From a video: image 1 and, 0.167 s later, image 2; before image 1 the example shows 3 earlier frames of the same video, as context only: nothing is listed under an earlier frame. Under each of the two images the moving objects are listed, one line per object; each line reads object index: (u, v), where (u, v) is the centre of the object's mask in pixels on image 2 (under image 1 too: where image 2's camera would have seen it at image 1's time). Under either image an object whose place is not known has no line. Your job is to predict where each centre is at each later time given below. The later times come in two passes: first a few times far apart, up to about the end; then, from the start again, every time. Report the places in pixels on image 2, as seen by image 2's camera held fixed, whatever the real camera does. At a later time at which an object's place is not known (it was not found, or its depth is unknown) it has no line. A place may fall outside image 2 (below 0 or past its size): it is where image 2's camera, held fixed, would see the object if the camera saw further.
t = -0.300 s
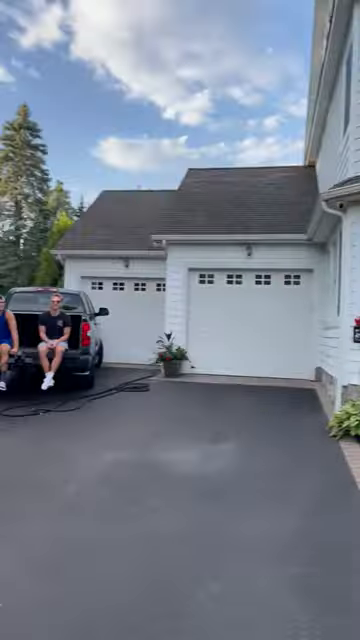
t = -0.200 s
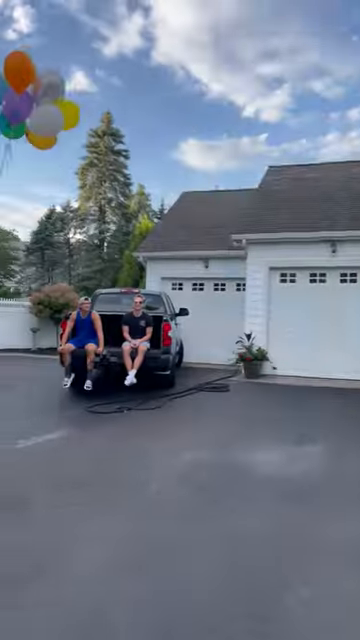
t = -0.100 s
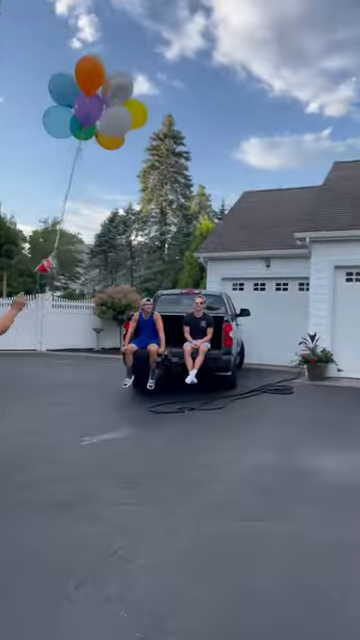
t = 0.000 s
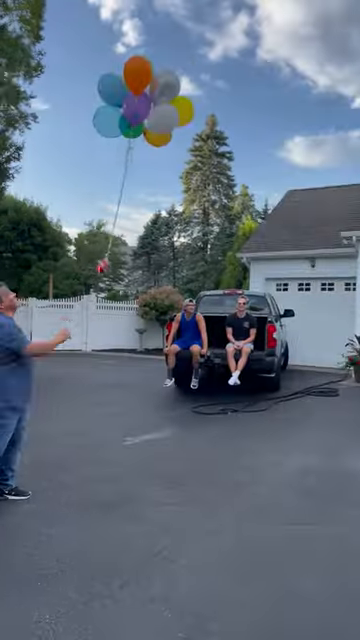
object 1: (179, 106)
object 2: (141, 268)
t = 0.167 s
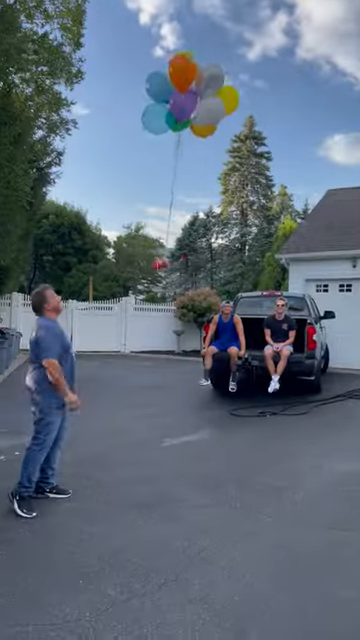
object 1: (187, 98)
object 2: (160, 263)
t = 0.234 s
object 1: (191, 94)
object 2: (166, 262)
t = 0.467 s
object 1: (203, 80)
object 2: (192, 247)
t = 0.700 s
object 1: (217, 64)
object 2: (215, 228)
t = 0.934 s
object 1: (233, 49)
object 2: (233, 209)
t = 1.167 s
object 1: (250, 36)
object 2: (246, 191)
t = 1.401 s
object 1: (266, 27)
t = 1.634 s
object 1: (281, 20)
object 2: (270, 146)
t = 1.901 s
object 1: (300, 11)
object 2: (288, 121)
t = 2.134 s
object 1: (318, 2)
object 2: (304, 107)
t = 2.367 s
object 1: (336, -4)
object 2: (320, 100)
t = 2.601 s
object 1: (352, -11)
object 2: (335, 96)
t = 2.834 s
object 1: (371, -17)
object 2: (351, 91)
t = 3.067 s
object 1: (391, -21)
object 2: (371, 88)
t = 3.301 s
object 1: (411, -20)
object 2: (392, 86)
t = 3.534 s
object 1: (429, -17)
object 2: (412, 87)
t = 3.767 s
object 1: (446, -11)
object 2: (428, 89)
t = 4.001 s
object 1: (461, -2)
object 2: (443, 92)
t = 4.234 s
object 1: (471, 6)
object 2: (460, 94)
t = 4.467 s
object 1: (478, 15)
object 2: (475, 95)
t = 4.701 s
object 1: (485, 24)
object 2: (487, 99)
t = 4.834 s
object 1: (488, 28)
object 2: (493, 100)
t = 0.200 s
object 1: (189, 96)
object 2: (163, 263)
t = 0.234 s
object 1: (191, 94)
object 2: (166, 262)
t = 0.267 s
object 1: (192, 92)
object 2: (171, 260)
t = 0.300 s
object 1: (194, 90)
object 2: (177, 258)
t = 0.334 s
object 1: (196, 88)
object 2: (178, 256)
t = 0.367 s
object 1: (198, 86)
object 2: (182, 255)
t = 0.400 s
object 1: (199, 84)
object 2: (185, 252)
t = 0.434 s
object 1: (201, 82)
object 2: (189, 250)
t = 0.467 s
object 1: (203, 80)
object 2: (192, 247)
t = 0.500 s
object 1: (205, 78)
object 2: (196, 244)
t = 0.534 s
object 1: (207, 75)
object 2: (200, 241)
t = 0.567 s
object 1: (209, 73)
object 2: (202, 239)
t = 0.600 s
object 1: (211, 71)
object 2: (206, 237)
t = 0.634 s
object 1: (213, 69)
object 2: (209, 234)
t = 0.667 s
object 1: (215, 67)
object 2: (212, 231)
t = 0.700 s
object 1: (217, 64)
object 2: (215, 228)
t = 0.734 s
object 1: (220, 62)
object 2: (218, 226)
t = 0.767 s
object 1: (222, 60)
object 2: (221, 222)
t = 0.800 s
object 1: (224, 58)
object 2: (223, 219)
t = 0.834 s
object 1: (226, 56)
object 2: (226, 217)
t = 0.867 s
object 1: (228, 54)
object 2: (228, 214)
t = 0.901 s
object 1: (231, 51)
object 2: (231, 212)
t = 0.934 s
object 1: (233, 49)
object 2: (233, 209)
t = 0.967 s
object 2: (235, 206)
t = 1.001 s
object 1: (238, 45)
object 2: (237, 204)
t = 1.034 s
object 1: (240, 43)
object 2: (240, 201)
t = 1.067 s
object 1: (243, 41)
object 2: (241, 198)
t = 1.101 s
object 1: (245, 40)
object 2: (243, 196)
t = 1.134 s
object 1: (247, 38)
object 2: (244, 194)
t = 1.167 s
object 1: (250, 36)
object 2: (246, 191)
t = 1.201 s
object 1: (252, 35)
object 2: (249, 188)
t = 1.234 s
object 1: (255, 33)
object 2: (251, 185)
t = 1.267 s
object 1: (257, 32)
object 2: (251, 182)
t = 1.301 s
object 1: (259, 31)
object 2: (253, 179)
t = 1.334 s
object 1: (261, 29)
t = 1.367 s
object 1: (264, 28)
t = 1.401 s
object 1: (266, 27)
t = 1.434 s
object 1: (268, 26)
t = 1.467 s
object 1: (270, 25)
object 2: (261, 166)
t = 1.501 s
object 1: (272, 24)
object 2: (262, 161)
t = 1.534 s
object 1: (274, 22)
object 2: (263, 156)
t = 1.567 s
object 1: (277, 21)
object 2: (265, 155)
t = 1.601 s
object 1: (279, 20)
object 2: (267, 151)
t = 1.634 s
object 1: (281, 20)
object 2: (270, 146)
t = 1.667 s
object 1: (283, 18)
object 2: (272, 142)
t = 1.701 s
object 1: (286, 18)
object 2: (274, 139)
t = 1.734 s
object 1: (288, 17)
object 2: (277, 135)
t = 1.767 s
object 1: (290, 16)
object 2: (279, 133)
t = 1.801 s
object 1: (293, 15)
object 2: (281, 130)
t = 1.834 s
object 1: (295, 13)
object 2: (284, 127)
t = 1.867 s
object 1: (297, 12)
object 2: (286, 124)
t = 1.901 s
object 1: (300, 11)
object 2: (288, 121)
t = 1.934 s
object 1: (302, 10)
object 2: (291, 119)
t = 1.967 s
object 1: (305, 9)
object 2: (293, 117)
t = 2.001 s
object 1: (308, 7)
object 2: (295, 114)
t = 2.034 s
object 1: (310, 6)
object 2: (298, 112)
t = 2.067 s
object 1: (313, 5)
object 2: (300, 111)
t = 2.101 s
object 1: (315, 3)
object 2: (302, 109)
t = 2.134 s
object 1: (318, 2)
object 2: (304, 107)
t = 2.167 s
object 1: (321, 1)
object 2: (306, 106)
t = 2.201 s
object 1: (323, 0)
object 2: (309, 104)
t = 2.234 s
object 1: (326, -1)
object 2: (311, 103)
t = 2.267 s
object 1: (328, -2)
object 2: (313, 102)
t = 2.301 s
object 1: (331, -3)
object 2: (315, 101)
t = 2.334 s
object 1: (333, -3)
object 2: (318, 100)
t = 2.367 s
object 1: (336, -4)
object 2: (320, 100)
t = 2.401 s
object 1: (338, -5)
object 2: (322, 99)
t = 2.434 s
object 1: (340, -6)
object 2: (324, 99)
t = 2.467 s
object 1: (343, -7)
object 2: (326, 98)
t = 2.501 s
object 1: (345, -8)
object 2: (328, 98)
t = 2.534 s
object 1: (347, -9)
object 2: (330, 97)
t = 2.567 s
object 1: (350, -10)
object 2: (333, 96)
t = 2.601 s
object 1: (352, -11)
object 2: (335, 96)
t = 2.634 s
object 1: (355, -12)
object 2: (337, 95)
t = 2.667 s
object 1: (357, -13)
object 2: (339, 95)
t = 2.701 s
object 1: (360, -14)
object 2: (341, 94)
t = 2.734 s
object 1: (363, -15)
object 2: (343, 94)
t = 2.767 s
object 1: (365, -16)
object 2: (346, 93)
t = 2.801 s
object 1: (368, -16)
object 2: (348, 92)
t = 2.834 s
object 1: (371, -17)
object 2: (351, 91)
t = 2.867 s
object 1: (373, -18)
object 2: (354, 91)
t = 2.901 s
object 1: (376, -18)
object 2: (356, 90)
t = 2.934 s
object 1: (379, -19)
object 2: (359, 89)
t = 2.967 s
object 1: (382, -19)
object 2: (361, 89)
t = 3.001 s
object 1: (385, -20)
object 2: (364, 88)
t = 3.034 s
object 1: (388, -20)
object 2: (368, 88)
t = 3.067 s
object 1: (391, -21)
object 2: (371, 88)
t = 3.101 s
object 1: (394, -21)
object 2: (374, 87)
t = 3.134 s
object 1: (396, -21)
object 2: (377, 87)
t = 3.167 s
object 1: (399, -21)
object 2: (380, 87)
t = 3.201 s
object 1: (402, -21)
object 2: (384, 86)
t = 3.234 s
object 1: (405, -21)
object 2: (386, 86)
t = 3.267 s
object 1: (408, -21)
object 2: (389, 86)
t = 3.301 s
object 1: (411, -20)
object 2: (392, 86)
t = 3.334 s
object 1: (413, -20)
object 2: (395, 86)
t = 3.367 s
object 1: (416, -20)
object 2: (398, 86)
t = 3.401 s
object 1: (419, -19)
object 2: (401, 86)
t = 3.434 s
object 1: (421, -19)
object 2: (404, 85)
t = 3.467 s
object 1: (424, -18)
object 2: (407, 86)
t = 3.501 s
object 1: (426, -18)
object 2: (409, 87)
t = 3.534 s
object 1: (429, -17)
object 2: (412, 87)
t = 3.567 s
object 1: (432, -16)
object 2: (414, 88)
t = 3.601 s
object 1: (434, -16)
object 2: (417, 88)
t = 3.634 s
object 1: (437, -15)
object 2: (419, 88)
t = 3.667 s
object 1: (439, -14)
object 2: (421, 88)
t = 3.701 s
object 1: (441, -13)
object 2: (424, 88)
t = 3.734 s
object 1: (444, -12)
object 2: (426, 88)
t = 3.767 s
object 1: (446, -11)
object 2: (428, 89)
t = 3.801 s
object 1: (448, -10)
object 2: (431, 89)
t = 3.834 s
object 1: (450, -8)
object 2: (433, 89)
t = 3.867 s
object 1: (452, -7)
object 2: (435, 90)
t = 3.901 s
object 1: (455, -6)
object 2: (437, 90)
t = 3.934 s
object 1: (457, -5)
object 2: (439, 90)
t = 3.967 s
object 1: (458, -4)
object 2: (441, 90)
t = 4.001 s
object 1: (461, -2)
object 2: (443, 92)
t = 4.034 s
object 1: (462, -1)
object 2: (445, 92)
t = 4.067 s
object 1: (464, 0)
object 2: (448, 92)
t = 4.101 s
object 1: (465, 1)
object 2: (450, 92)
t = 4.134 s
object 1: (467, 2)
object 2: (452, 92)
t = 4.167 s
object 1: (468, 4)
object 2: (455, 93)
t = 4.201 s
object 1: (469, 5)
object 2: (457, 93)
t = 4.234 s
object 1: (471, 6)
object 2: (460, 94)
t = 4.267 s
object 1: (472, 7)
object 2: (461, 94)
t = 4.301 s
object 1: (473, 9)
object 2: (464, 94)
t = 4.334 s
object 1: (474, 10)
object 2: (466, 94)
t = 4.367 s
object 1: (475, 12)
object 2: (468, 94)
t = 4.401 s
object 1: (476, 13)
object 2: (470, 94)
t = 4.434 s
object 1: (477, 14)
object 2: (472, 95)
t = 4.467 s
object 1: (478, 15)
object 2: (475, 95)
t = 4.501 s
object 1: (479, 17)
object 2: (477, 95)
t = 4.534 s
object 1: (480, 18)
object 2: (479, 95)
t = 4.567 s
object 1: (481, 19)
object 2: (481, 96)
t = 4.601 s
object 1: (482, 20)
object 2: (483, 96)
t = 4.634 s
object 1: (483, 21)
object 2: (484, 97)
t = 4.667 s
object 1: (484, 23)
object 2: (486, 98)
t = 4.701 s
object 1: (485, 24)
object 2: (487, 99)
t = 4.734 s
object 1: (486, 25)
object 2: (489, 100)
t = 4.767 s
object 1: (486, 27)
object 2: (491, 99)
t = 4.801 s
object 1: (487, 27)
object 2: (492, 100)
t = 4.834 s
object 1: (488, 28)
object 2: (493, 100)
